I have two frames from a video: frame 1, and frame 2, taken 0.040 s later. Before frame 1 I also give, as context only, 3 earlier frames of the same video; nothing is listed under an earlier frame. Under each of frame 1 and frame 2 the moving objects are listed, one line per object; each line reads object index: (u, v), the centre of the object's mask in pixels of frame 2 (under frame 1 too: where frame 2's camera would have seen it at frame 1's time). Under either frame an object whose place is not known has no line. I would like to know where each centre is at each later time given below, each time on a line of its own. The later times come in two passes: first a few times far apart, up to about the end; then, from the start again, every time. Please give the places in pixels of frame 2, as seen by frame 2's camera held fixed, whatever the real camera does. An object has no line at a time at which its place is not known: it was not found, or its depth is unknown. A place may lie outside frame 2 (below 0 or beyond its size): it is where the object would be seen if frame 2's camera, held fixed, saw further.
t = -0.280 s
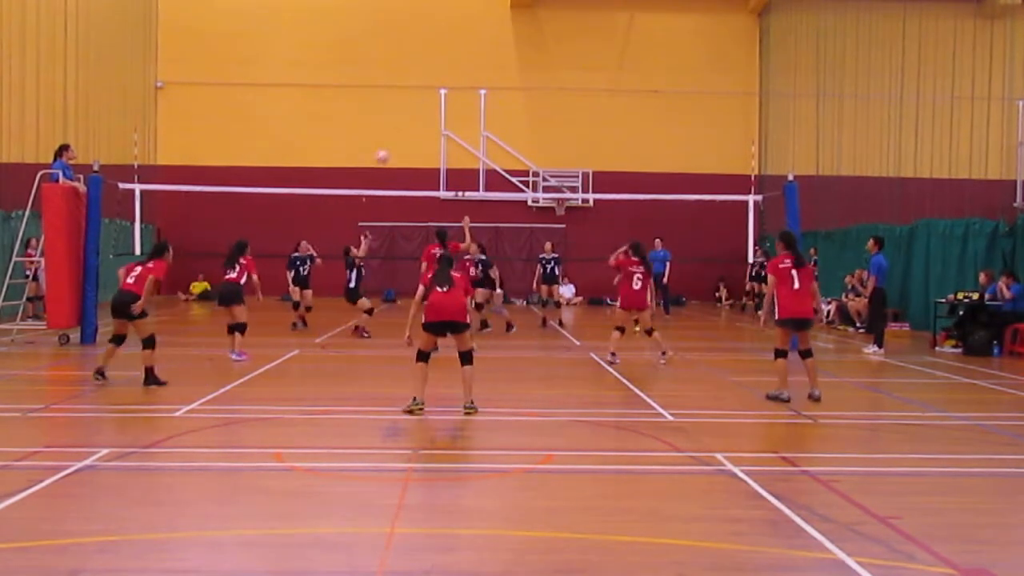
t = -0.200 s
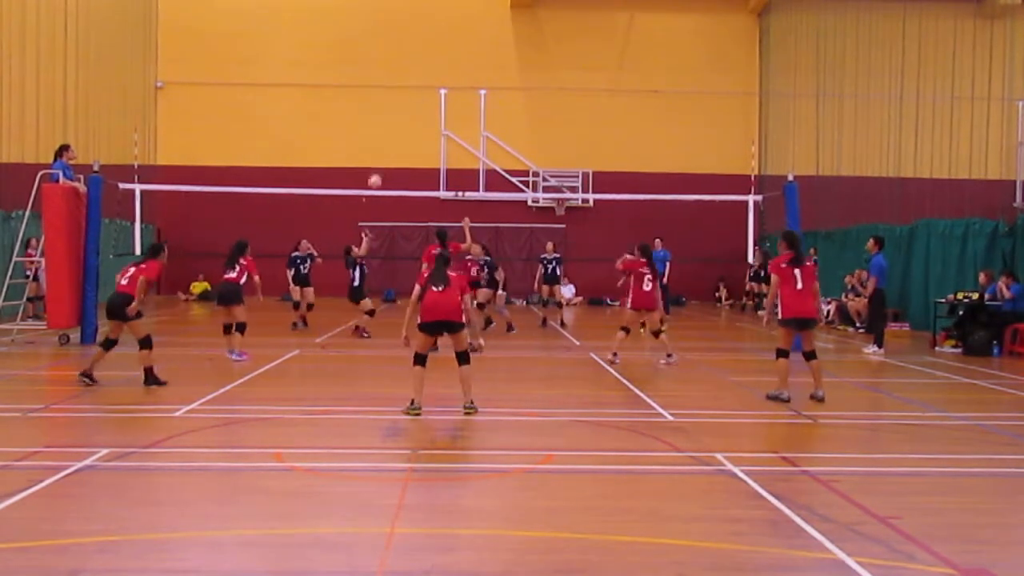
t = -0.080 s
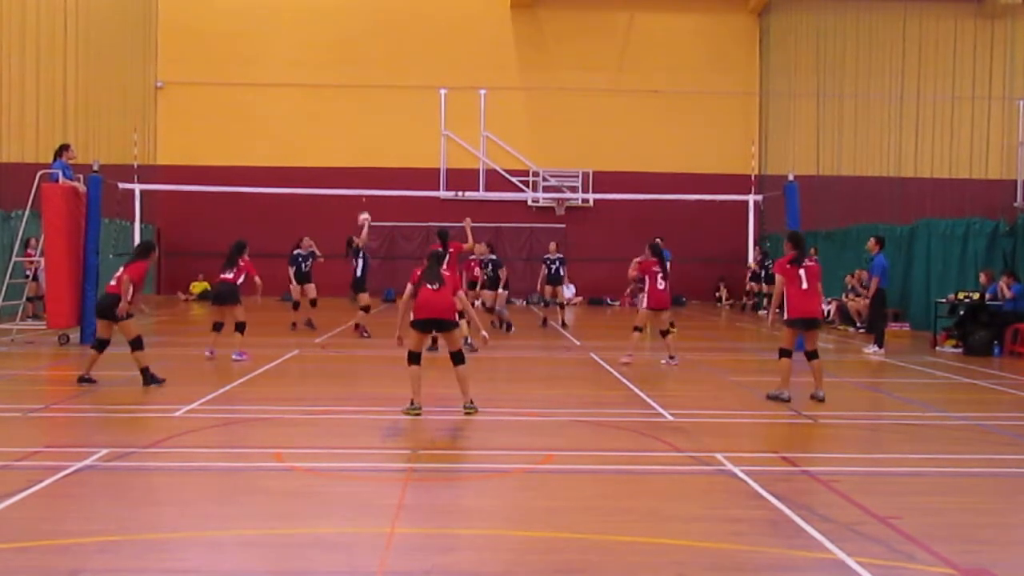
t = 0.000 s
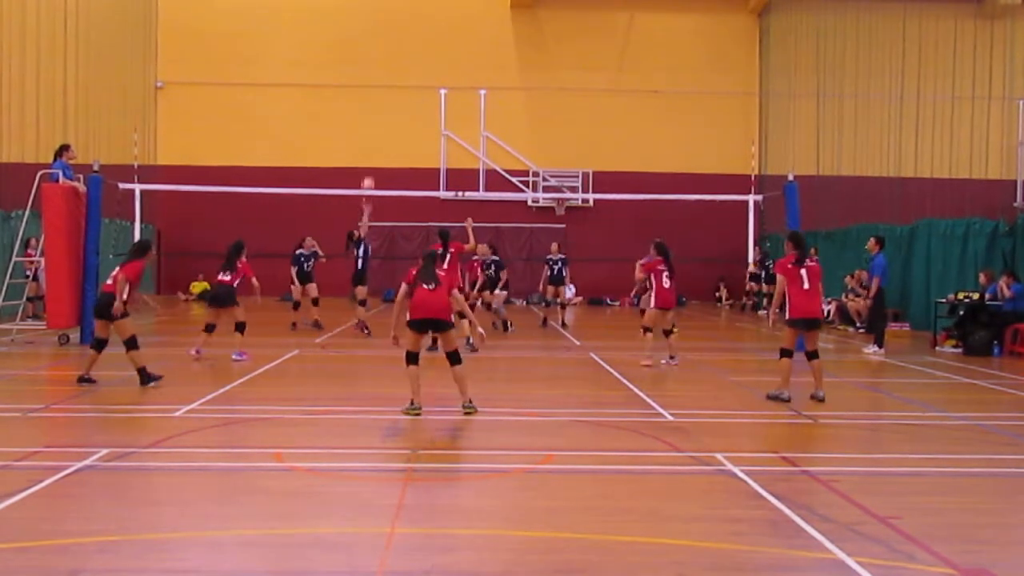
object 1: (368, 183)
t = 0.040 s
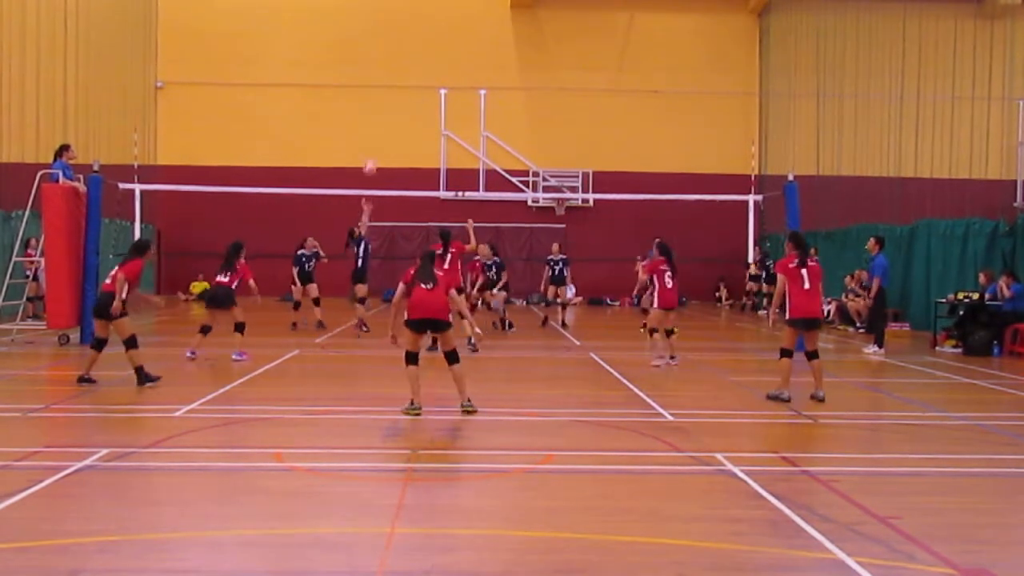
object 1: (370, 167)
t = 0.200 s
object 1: (378, 108)
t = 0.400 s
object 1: (389, 58)
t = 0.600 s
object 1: (397, 32)
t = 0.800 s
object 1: (407, 31)
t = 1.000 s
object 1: (415, 54)
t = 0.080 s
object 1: (372, 150)
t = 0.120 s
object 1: (374, 135)
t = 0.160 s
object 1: (377, 121)
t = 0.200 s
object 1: (378, 108)
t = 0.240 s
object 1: (381, 96)
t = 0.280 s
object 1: (383, 84)
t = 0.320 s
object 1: (384, 75)
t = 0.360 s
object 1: (386, 66)
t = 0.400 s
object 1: (389, 58)
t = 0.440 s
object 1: (390, 51)
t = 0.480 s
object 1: (392, 44)
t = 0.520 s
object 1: (393, 39)
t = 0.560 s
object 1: (395, 35)
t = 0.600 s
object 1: (397, 32)
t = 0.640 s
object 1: (399, 30)
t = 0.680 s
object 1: (401, 29)
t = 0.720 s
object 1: (403, 29)
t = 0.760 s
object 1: (404, 30)
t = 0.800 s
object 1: (407, 31)
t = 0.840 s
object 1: (408, 34)
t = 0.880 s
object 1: (410, 38)
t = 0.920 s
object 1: (412, 42)
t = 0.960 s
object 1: (413, 47)
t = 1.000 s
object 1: (415, 54)
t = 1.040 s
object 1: (416, 61)
